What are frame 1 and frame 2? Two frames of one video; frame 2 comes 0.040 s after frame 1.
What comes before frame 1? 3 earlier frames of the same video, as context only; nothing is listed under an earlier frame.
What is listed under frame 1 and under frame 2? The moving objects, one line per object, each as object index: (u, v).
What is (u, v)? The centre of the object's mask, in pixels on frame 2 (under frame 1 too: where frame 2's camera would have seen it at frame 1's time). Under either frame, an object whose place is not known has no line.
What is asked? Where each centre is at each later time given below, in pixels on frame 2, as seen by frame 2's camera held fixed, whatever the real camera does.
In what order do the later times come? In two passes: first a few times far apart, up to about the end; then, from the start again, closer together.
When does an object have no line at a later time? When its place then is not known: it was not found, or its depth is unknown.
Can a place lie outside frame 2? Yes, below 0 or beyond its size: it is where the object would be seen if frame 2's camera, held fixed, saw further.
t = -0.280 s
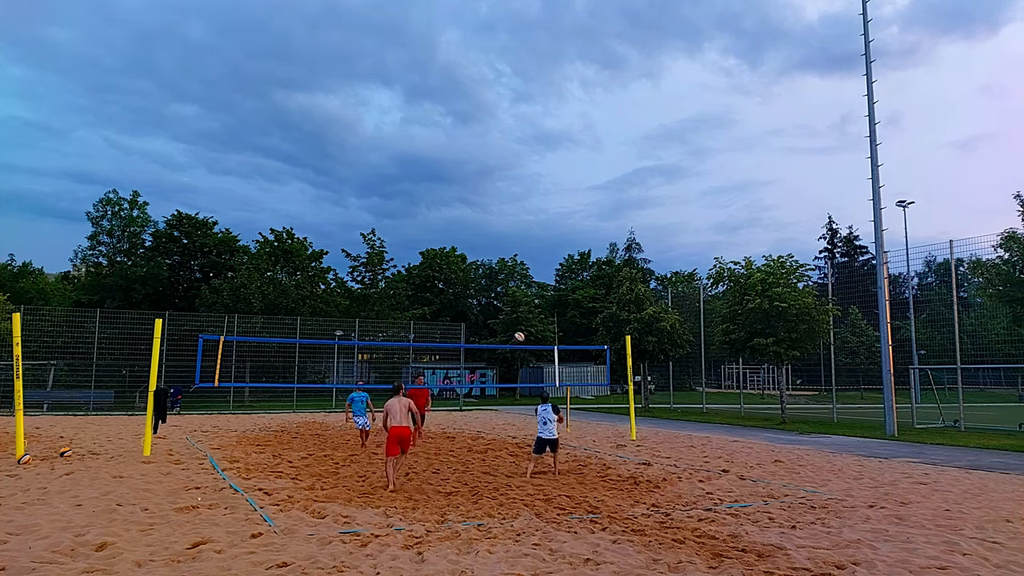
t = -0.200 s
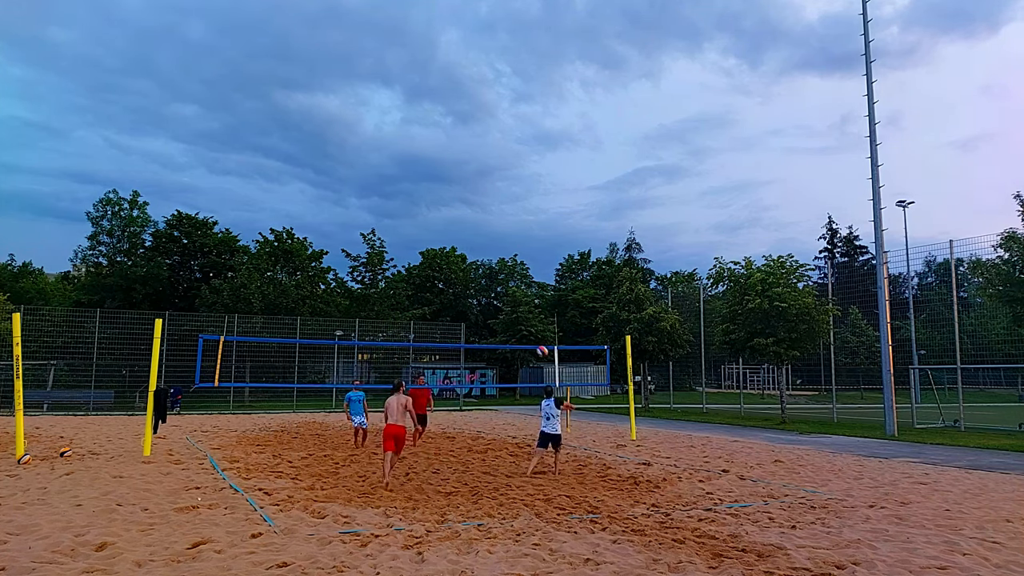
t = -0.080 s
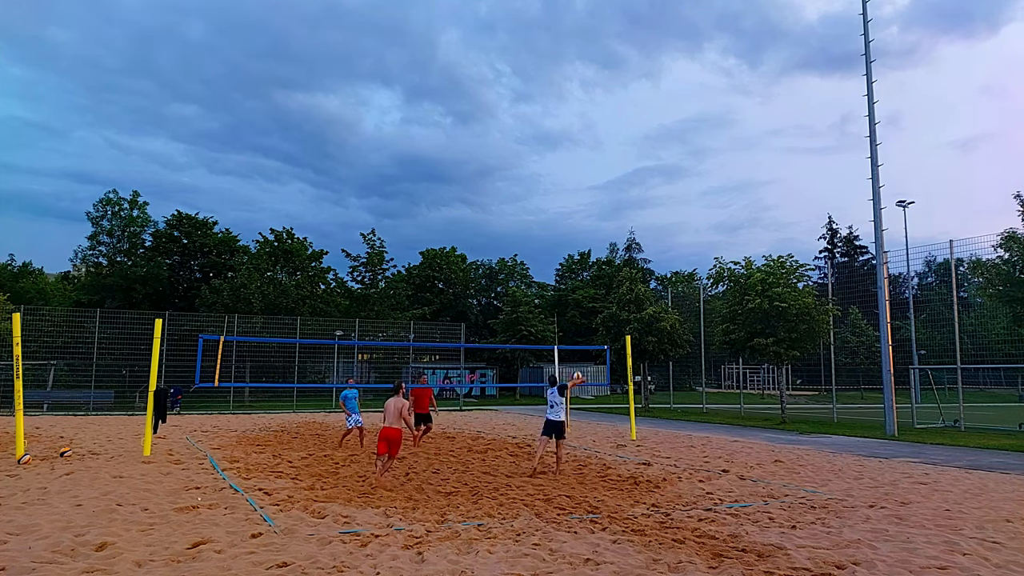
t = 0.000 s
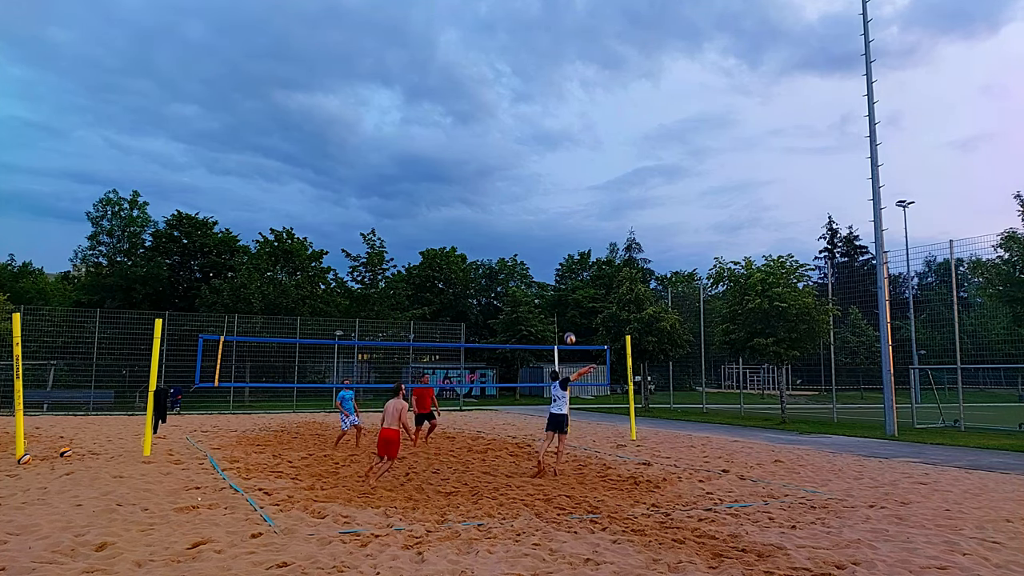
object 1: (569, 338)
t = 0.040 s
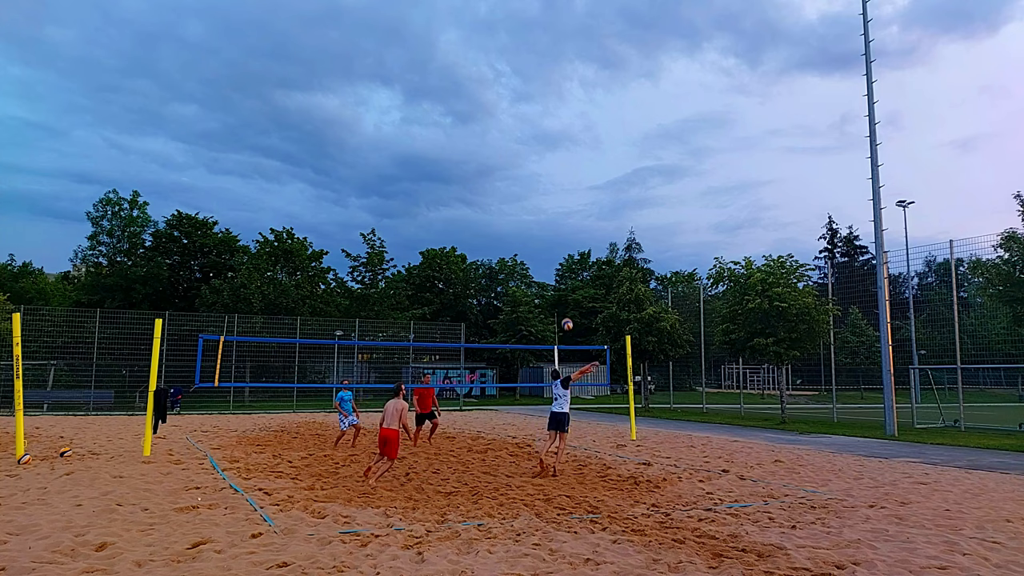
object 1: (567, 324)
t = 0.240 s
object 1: (551, 255)
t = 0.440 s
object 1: (536, 211)
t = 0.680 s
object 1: (517, 184)
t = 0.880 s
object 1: (502, 186)
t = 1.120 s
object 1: (486, 212)
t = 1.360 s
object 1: (469, 262)
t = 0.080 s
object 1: (563, 306)
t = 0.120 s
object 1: (561, 293)
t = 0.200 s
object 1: (555, 265)
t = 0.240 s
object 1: (551, 255)
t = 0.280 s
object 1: (548, 242)
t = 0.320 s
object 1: (545, 234)
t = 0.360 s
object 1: (543, 227)
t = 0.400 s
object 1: (539, 217)
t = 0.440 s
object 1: (536, 211)
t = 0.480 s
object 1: (532, 203)
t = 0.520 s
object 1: (530, 199)
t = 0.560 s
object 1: (528, 195)
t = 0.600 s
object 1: (524, 190)
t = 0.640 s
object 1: (521, 187)
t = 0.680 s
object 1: (517, 184)
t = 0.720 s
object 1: (515, 183)
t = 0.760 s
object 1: (512, 183)
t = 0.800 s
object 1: (509, 183)
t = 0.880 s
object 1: (502, 186)
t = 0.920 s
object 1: (500, 188)
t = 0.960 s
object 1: (498, 191)
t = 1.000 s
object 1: (494, 196)
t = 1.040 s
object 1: (491, 200)
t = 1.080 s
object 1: (488, 207)
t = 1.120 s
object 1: (486, 212)
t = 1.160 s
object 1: (483, 217)
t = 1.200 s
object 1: (479, 227)
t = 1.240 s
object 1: (477, 234)
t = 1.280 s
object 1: (474, 245)
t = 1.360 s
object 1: (469, 262)
